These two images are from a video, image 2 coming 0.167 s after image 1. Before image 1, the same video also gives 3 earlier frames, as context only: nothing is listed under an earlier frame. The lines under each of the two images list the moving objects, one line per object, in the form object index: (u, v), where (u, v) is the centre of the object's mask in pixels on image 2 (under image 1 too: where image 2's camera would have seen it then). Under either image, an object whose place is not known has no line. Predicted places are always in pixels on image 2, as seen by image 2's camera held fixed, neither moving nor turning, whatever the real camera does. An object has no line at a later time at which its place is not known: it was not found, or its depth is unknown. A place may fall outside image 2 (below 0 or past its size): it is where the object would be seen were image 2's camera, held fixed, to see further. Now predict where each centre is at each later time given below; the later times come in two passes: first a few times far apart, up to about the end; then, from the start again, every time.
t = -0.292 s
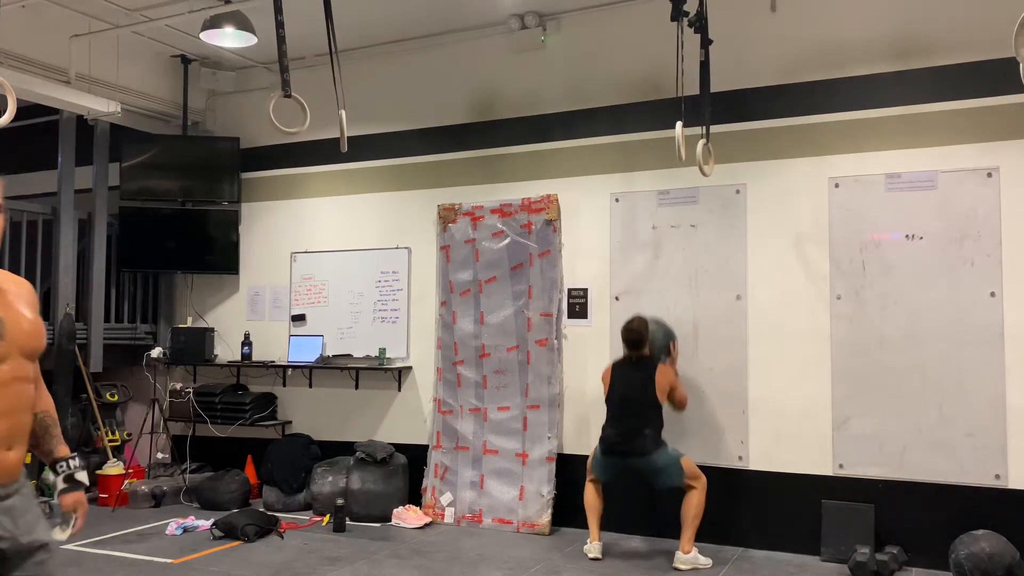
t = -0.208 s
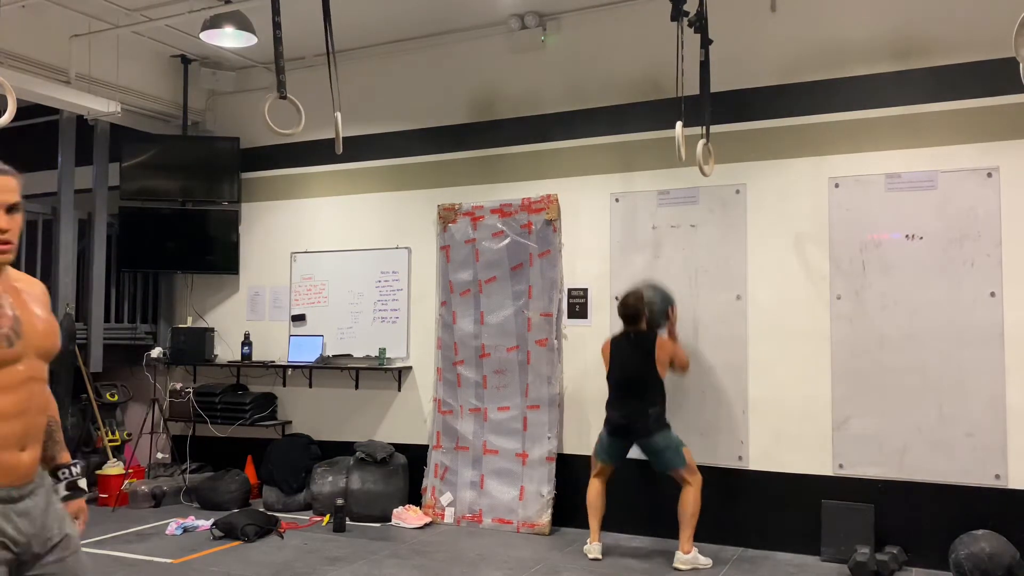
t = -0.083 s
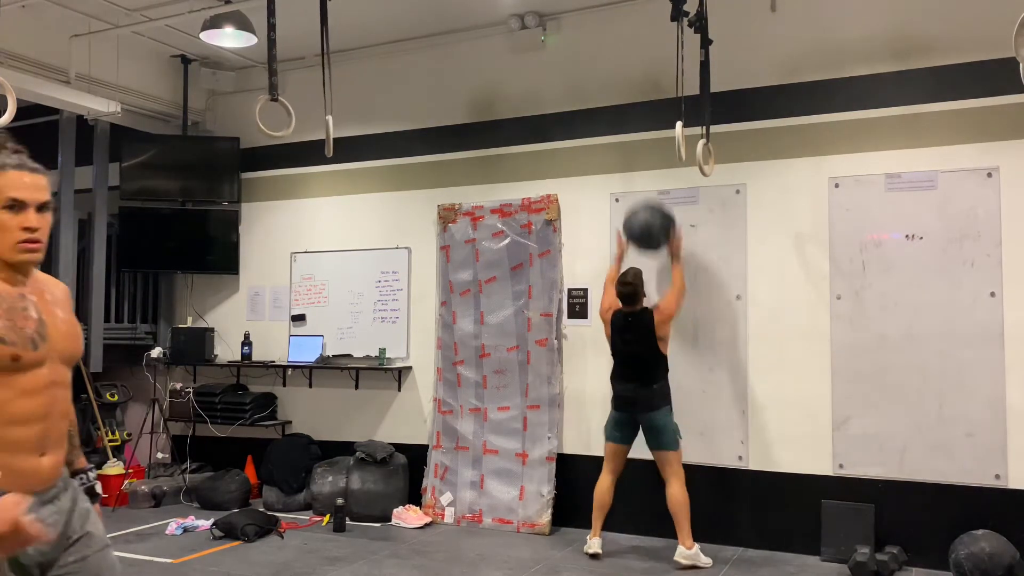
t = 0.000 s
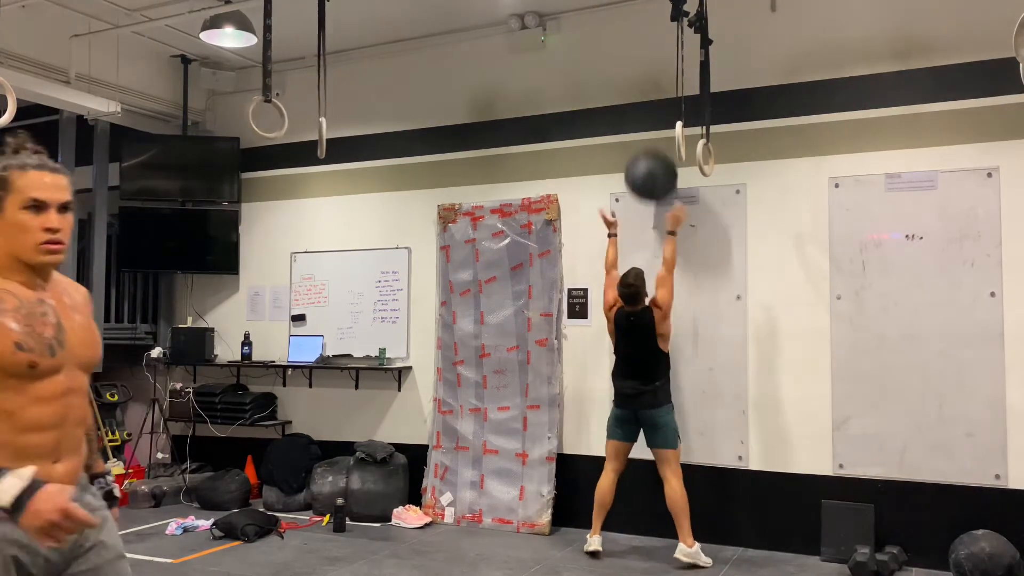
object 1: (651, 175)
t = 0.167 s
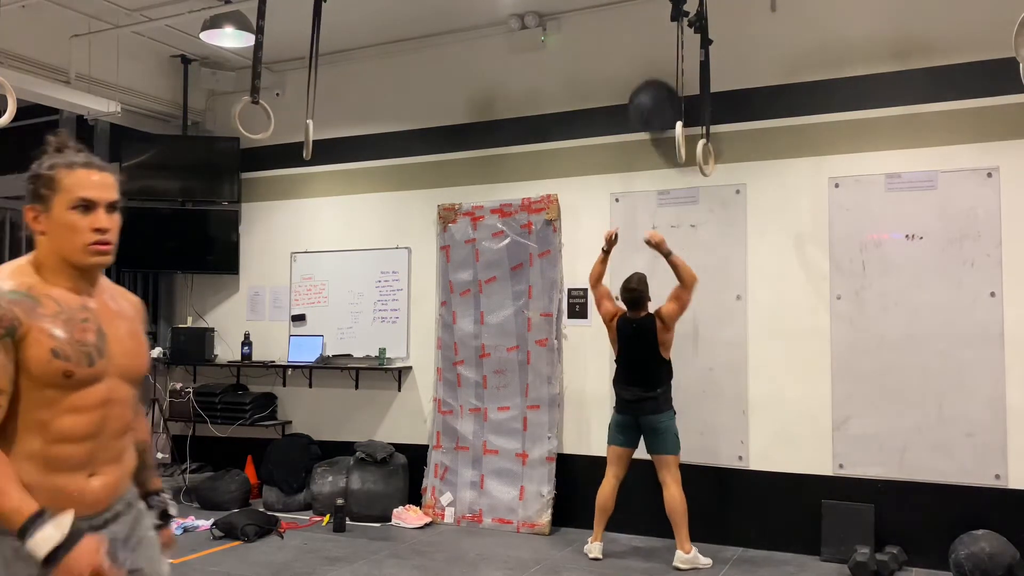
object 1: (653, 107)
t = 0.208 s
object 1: (655, 99)
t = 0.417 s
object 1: (657, 78)
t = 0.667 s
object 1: (652, 126)
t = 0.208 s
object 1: (655, 99)
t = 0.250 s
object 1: (655, 88)
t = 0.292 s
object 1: (656, 81)
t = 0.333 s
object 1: (656, 78)
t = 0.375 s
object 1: (657, 77)
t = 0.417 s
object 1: (657, 78)
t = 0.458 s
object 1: (657, 79)
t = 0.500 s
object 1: (656, 85)
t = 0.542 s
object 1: (656, 92)
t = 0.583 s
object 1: (656, 102)
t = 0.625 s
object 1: (653, 112)
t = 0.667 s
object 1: (652, 126)
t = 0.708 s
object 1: (653, 143)
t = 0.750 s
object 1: (653, 164)
